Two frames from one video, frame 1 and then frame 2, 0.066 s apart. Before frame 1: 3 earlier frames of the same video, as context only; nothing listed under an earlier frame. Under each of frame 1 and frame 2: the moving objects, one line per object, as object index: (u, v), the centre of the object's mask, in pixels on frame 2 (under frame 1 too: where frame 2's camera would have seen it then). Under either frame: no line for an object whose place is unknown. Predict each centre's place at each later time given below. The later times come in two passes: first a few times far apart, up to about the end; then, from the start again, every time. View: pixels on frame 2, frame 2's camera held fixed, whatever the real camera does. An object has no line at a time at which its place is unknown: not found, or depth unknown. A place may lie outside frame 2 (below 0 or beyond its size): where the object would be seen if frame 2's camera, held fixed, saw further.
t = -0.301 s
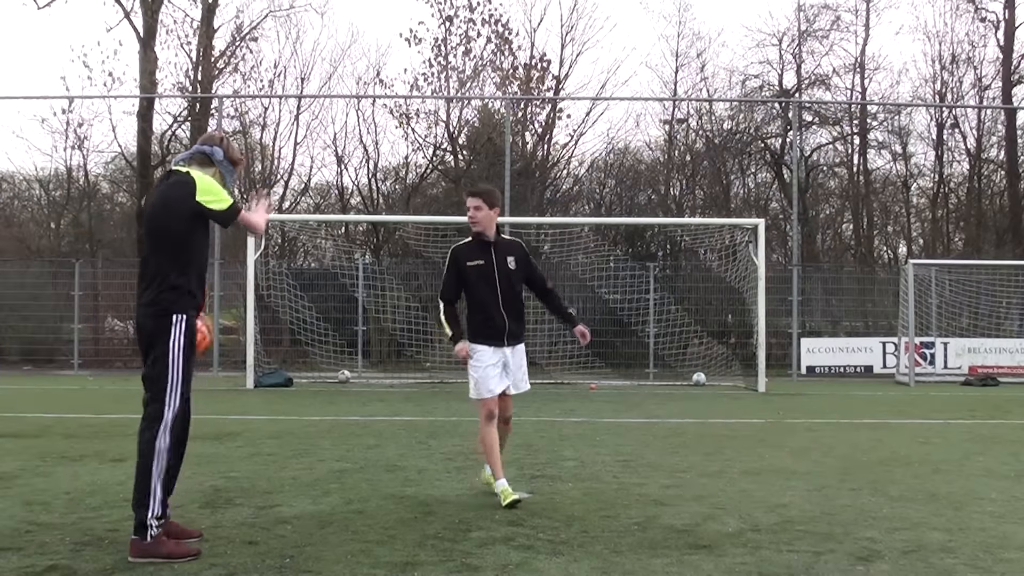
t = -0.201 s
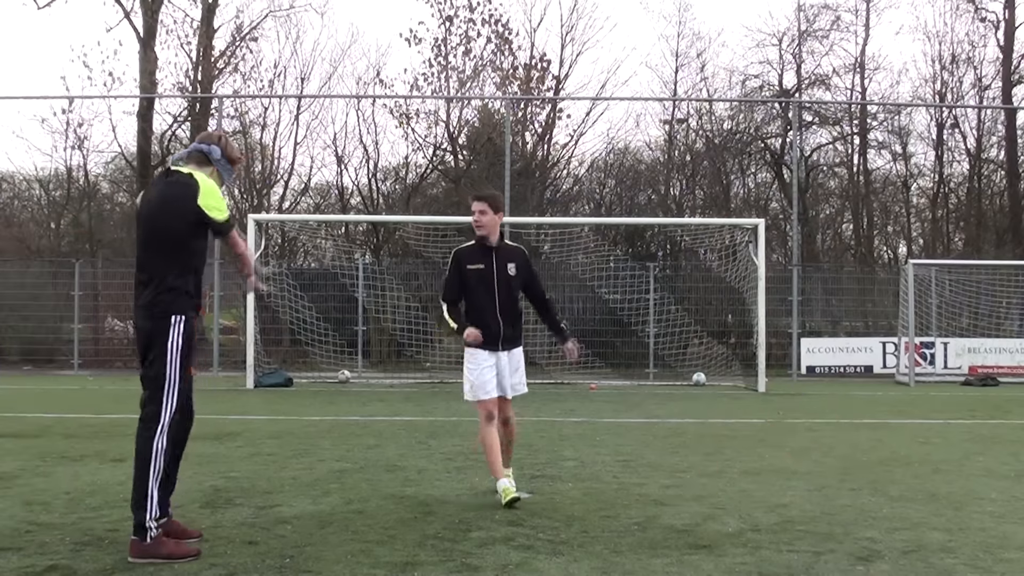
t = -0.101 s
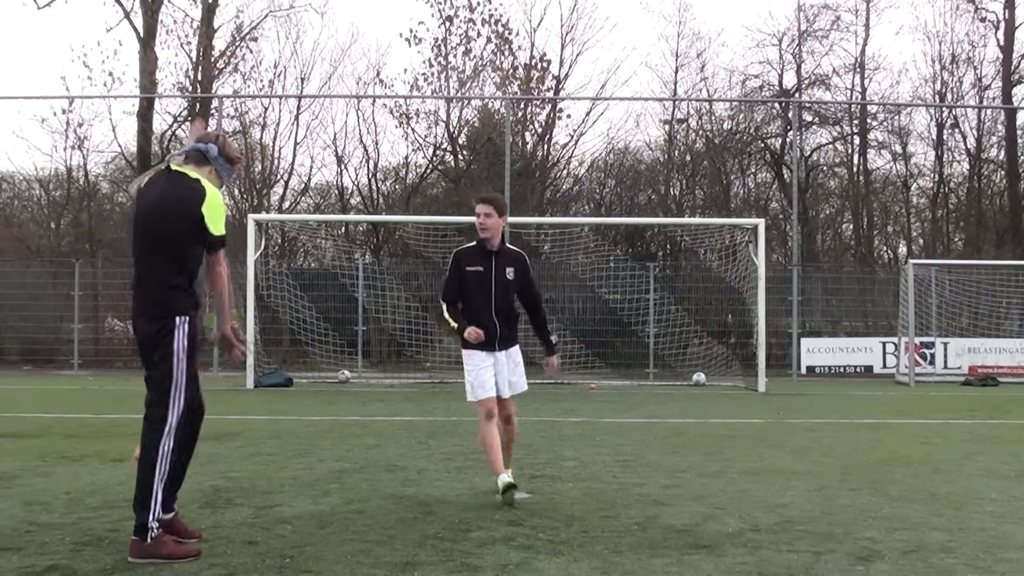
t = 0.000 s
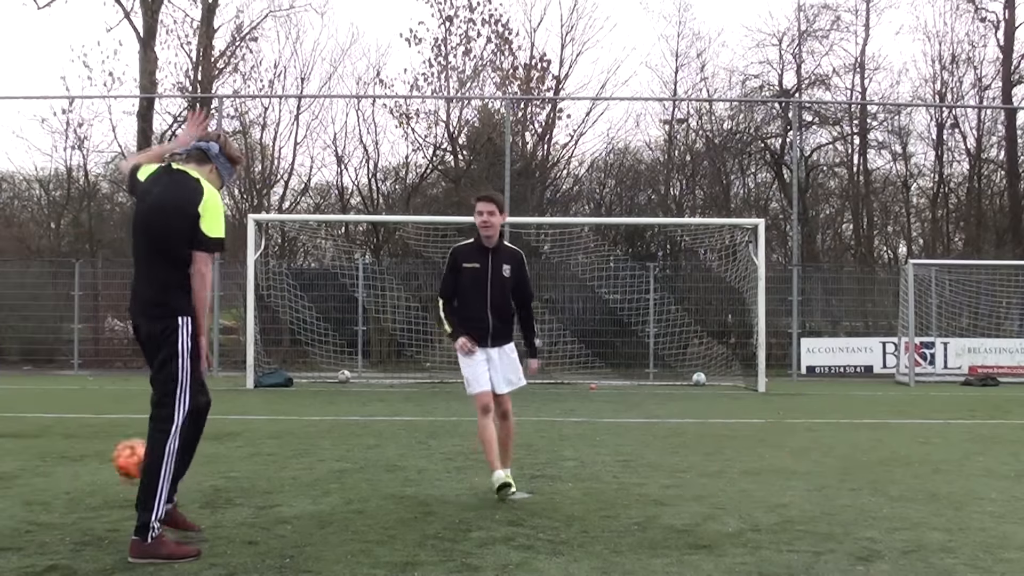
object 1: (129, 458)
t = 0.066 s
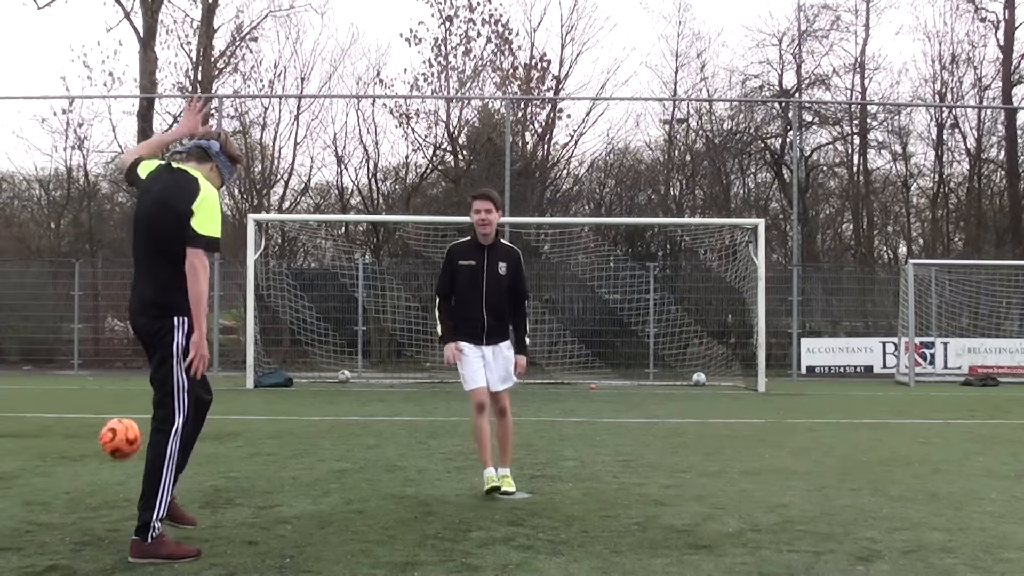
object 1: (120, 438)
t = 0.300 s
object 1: (70, 419)
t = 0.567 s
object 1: (15, 472)
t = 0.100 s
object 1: (113, 429)
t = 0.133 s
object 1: (106, 422)
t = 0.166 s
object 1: (98, 418)
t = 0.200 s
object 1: (91, 415)
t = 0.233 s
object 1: (84, 415)
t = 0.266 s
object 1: (77, 416)
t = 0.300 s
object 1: (70, 419)
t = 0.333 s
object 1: (64, 424)
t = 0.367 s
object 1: (56, 433)
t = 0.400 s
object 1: (49, 441)
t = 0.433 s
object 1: (42, 452)
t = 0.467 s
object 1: (34, 467)
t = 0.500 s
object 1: (27, 481)
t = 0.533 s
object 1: (20, 480)
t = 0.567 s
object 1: (15, 472)
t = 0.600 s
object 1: (12, 466)
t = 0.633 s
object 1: (8, 463)
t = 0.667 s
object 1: (4, 460)
